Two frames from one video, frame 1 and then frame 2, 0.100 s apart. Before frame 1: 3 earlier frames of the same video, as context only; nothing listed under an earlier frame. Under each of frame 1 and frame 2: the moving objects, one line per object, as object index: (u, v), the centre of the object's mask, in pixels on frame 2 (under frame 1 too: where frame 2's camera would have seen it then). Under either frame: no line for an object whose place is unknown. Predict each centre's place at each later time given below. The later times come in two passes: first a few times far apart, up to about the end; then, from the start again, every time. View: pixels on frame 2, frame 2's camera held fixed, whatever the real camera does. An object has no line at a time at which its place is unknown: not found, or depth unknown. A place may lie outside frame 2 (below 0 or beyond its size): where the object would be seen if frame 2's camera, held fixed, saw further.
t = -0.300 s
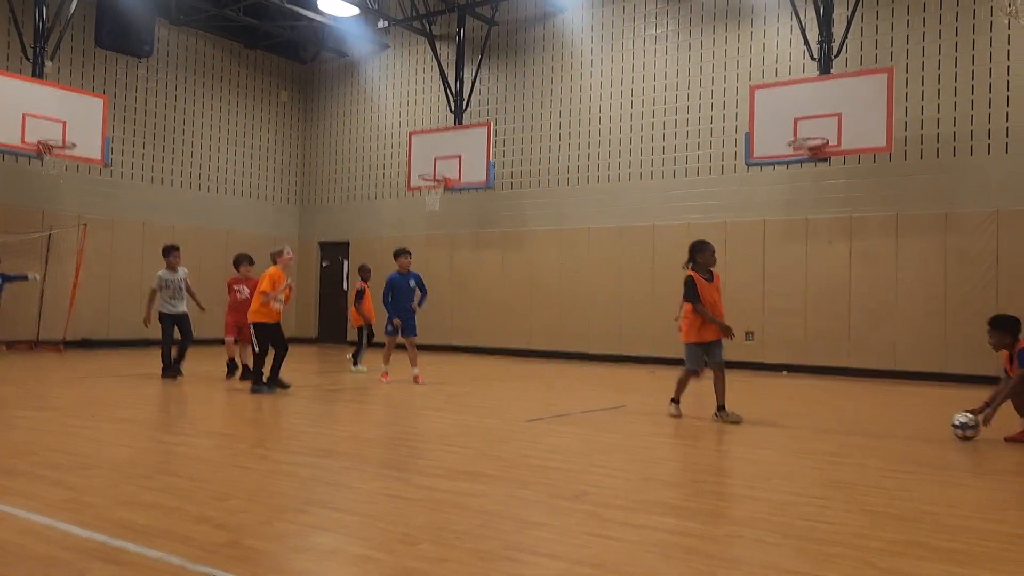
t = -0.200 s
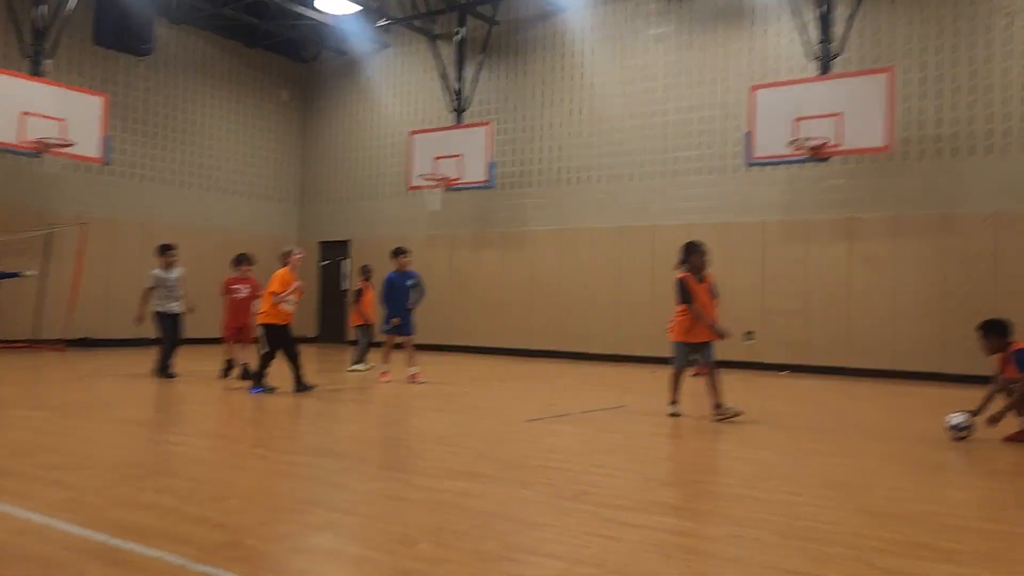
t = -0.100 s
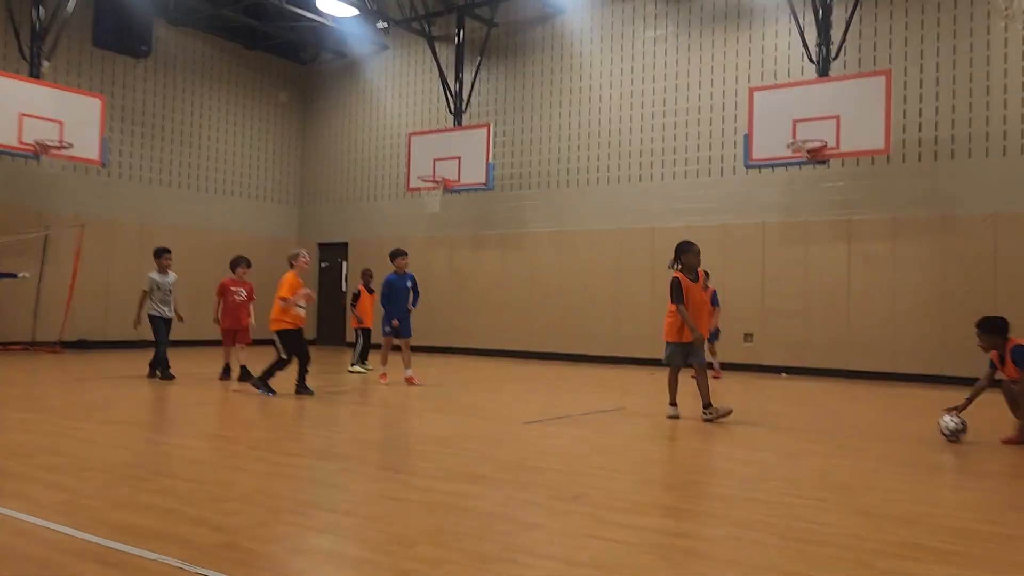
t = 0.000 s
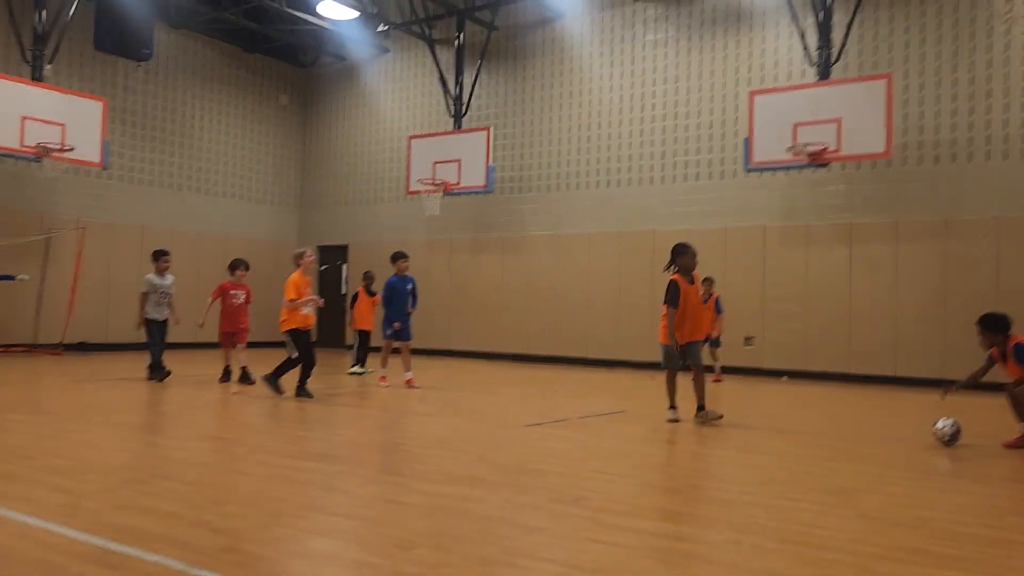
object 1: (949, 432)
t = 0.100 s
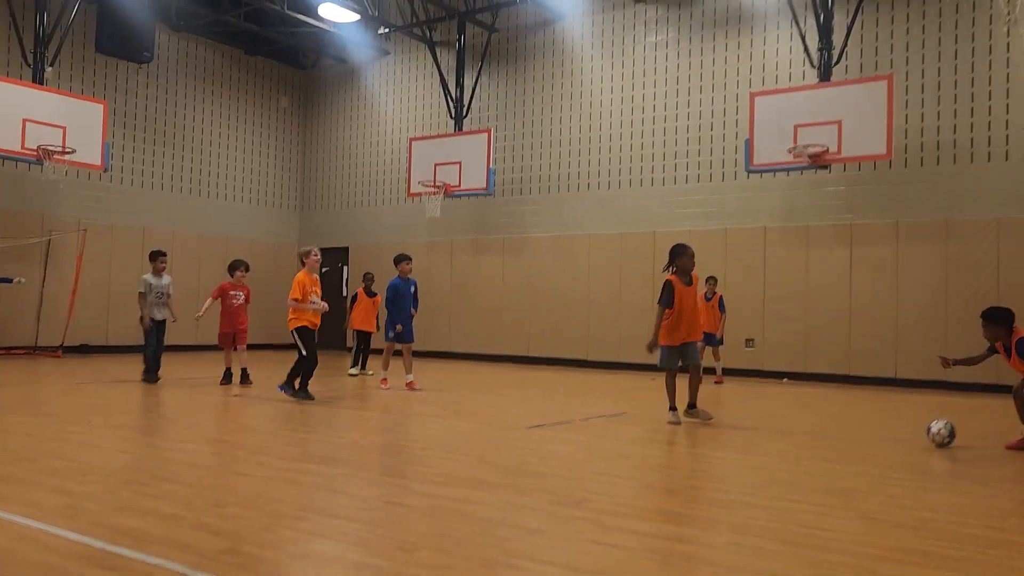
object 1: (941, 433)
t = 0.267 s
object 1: (931, 432)
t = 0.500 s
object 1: (916, 431)
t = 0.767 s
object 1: (898, 431)
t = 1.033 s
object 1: (882, 429)
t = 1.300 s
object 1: (867, 428)
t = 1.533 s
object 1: (854, 427)
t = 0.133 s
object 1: (939, 433)
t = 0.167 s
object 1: (937, 432)
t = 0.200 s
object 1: (935, 432)
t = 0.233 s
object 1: (933, 432)
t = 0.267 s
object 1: (931, 432)
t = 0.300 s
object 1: (929, 432)
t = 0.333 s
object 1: (926, 432)
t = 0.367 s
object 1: (924, 432)
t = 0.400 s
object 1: (921, 432)
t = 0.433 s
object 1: (919, 431)
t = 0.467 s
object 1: (918, 431)
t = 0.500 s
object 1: (916, 431)
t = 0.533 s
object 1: (913, 431)
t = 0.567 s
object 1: (911, 431)
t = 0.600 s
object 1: (909, 431)
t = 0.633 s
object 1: (907, 431)
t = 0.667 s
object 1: (905, 431)
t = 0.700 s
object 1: (902, 431)
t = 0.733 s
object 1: (900, 430)
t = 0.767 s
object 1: (898, 431)
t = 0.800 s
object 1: (896, 431)
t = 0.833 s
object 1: (895, 430)
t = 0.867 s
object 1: (893, 430)
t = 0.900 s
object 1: (890, 430)
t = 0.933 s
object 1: (888, 429)
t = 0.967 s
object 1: (886, 429)
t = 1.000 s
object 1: (884, 429)
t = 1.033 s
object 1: (882, 429)
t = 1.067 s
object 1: (880, 429)
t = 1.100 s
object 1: (878, 429)
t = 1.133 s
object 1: (876, 429)
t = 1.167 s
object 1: (874, 429)
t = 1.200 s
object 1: (872, 428)
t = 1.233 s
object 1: (870, 428)
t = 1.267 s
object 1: (869, 428)
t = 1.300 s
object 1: (867, 428)
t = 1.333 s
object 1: (866, 428)
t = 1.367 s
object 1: (864, 427)
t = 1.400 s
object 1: (861, 427)
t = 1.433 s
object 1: (860, 427)
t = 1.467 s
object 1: (858, 427)
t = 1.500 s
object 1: (857, 427)
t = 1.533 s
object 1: (854, 427)
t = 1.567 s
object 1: (852, 426)
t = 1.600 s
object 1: (850, 426)
